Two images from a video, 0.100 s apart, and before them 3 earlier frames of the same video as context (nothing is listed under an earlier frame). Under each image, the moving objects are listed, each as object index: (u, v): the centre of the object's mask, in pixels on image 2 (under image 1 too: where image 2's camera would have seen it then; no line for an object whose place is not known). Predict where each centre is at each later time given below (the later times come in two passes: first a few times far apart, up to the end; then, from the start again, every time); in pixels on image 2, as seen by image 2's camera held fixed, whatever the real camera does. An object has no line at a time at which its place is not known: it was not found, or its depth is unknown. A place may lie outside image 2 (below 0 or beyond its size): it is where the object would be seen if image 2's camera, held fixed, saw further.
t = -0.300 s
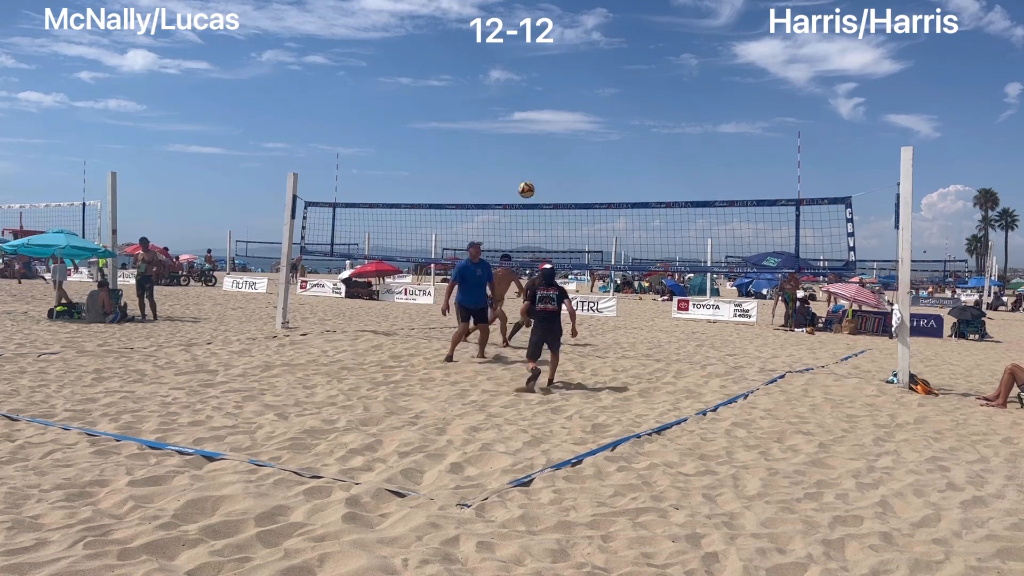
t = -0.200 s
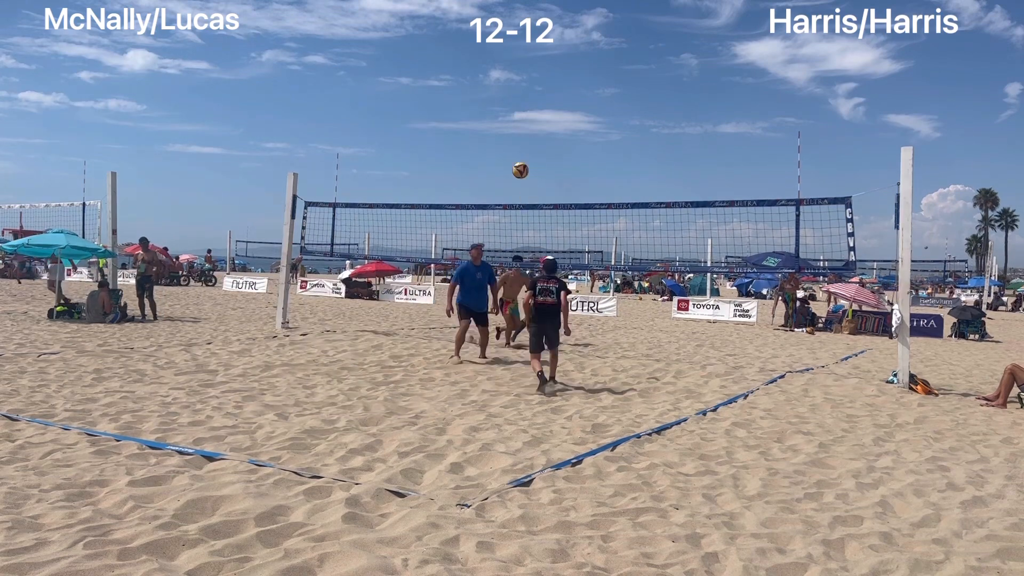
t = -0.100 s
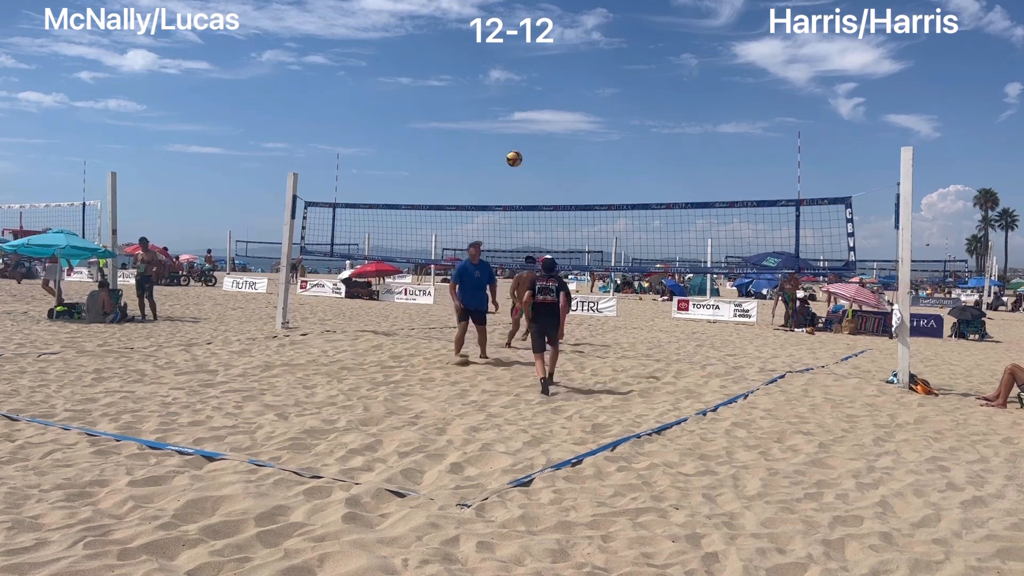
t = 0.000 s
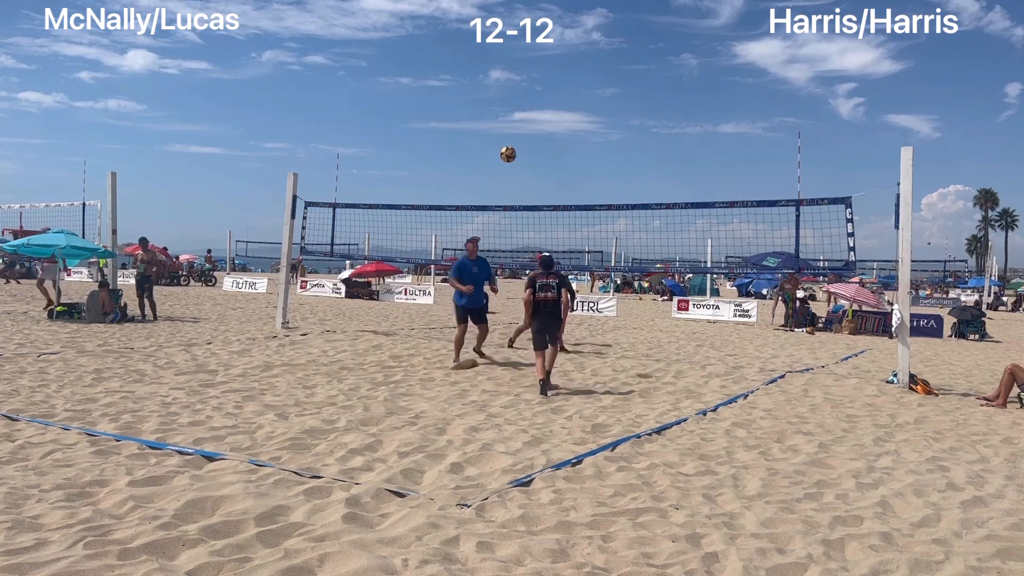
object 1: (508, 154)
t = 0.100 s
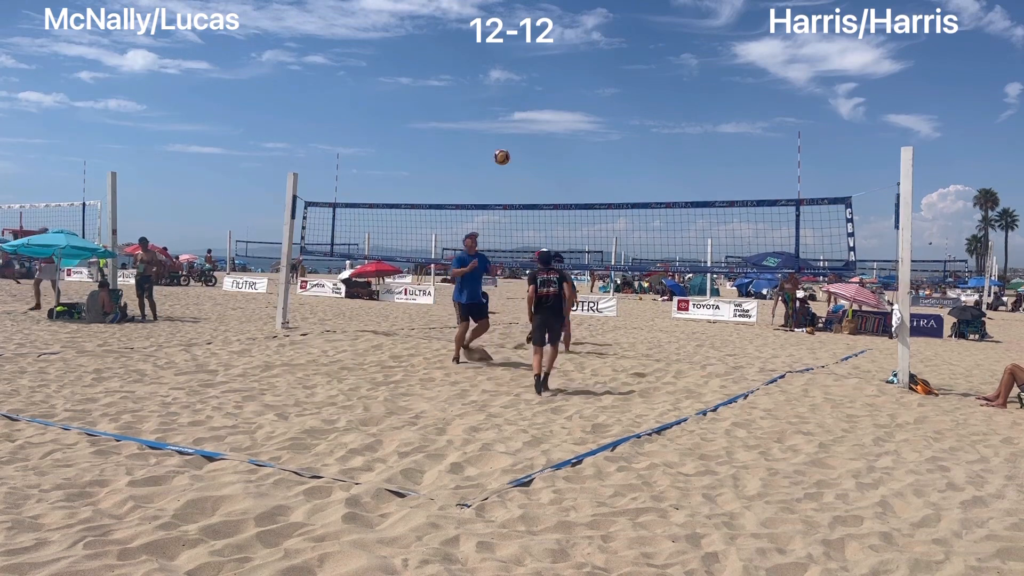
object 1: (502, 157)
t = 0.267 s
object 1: (492, 177)
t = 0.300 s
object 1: (490, 184)
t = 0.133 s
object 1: (500, 159)
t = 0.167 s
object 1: (498, 163)
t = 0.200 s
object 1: (496, 167)
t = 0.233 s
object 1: (494, 172)
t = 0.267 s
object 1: (492, 177)
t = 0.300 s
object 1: (490, 184)
